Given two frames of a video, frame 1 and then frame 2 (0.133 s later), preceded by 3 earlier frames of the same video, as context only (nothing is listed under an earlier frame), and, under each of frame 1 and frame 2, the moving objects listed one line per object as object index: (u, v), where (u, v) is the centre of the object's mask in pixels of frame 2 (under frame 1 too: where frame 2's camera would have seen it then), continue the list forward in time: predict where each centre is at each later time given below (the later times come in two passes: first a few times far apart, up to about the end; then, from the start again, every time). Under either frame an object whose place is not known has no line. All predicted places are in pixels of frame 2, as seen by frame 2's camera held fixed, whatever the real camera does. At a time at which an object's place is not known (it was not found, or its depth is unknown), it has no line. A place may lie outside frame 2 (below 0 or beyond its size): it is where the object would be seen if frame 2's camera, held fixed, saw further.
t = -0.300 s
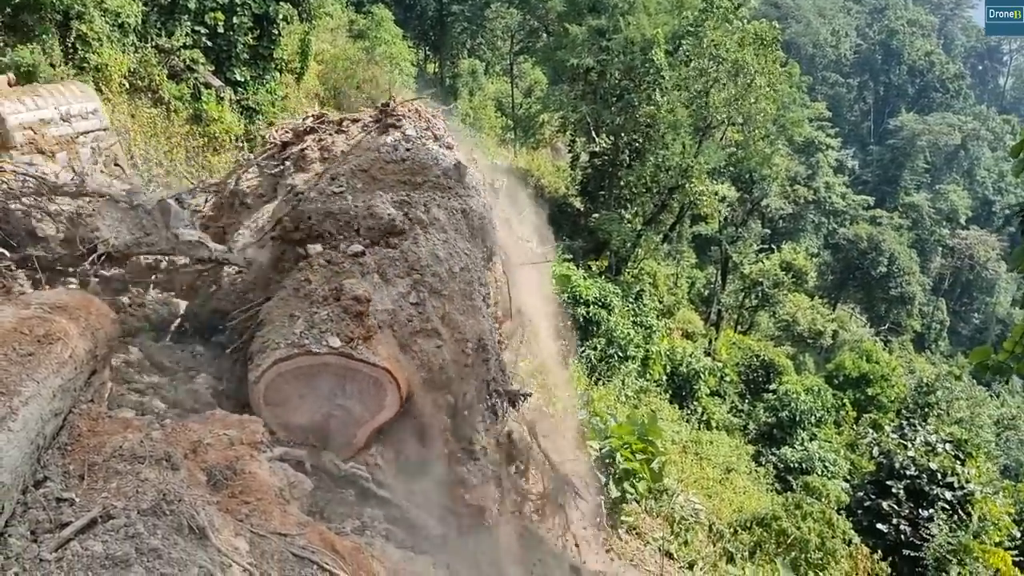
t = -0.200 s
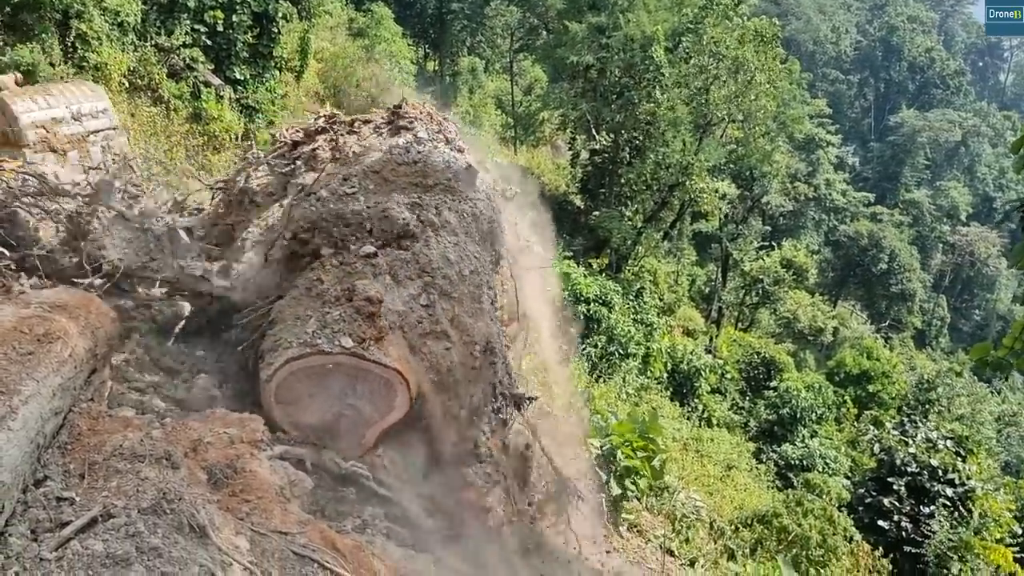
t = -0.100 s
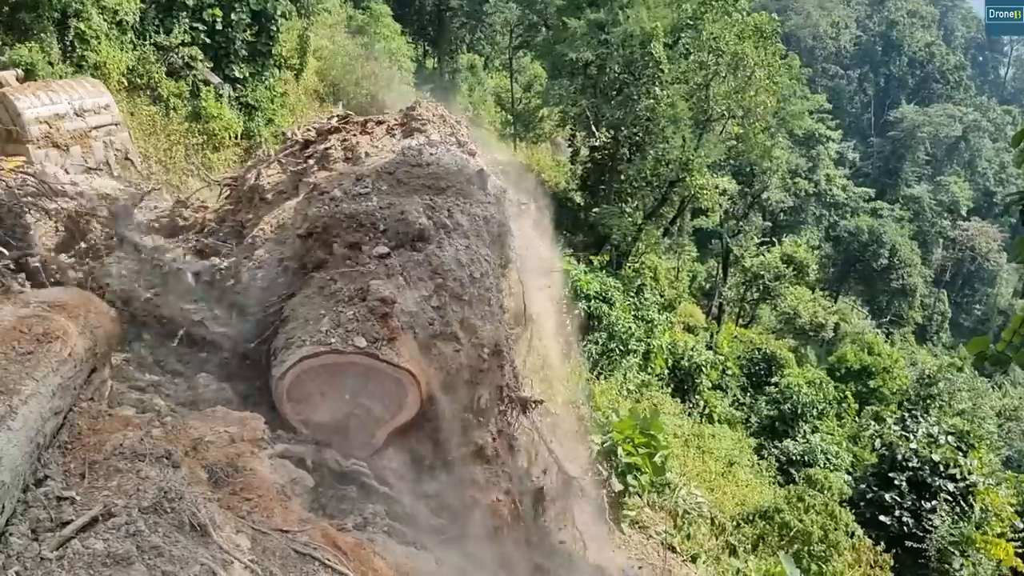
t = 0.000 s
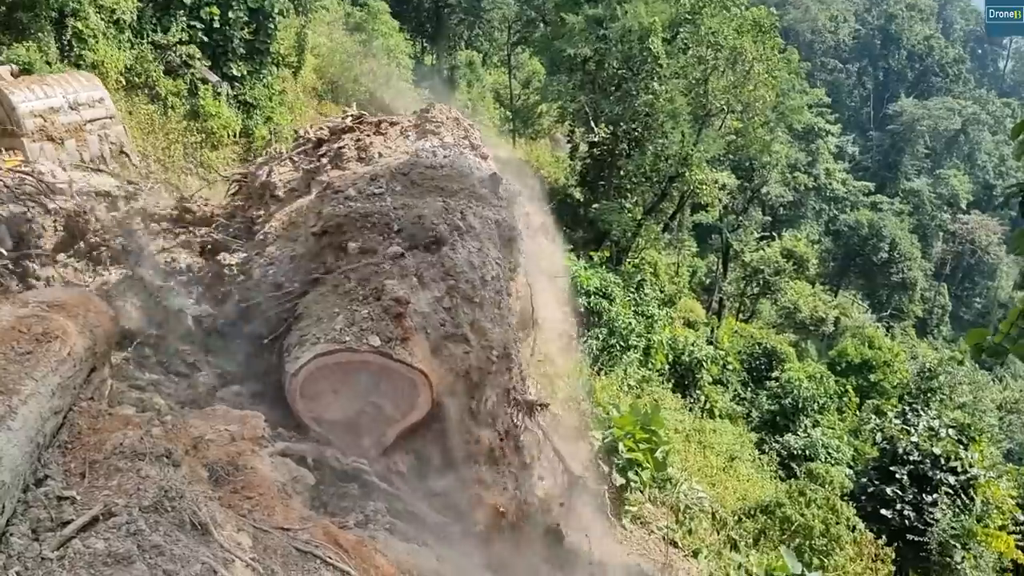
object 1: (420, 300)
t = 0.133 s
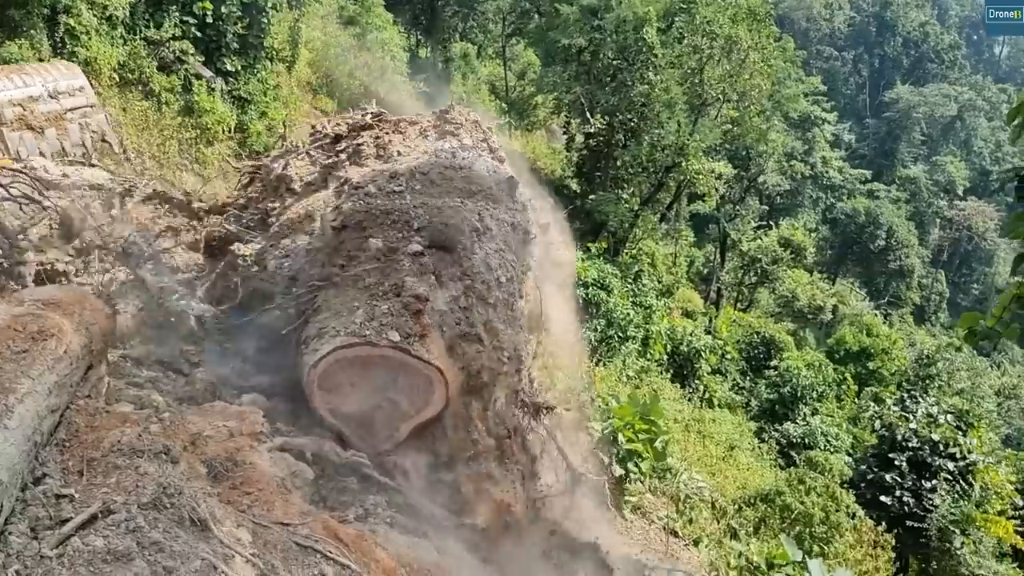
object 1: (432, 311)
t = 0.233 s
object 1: (433, 298)
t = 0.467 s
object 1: (448, 286)
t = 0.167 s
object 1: (434, 312)
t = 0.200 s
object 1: (437, 310)
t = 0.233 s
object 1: (433, 298)
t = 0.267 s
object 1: (440, 305)
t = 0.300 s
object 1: (443, 303)
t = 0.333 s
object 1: (435, 282)
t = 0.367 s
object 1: (442, 283)
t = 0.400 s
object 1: (445, 283)
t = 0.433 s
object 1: (451, 285)
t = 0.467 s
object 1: (448, 286)
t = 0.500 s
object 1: (454, 300)
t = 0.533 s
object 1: (462, 288)
